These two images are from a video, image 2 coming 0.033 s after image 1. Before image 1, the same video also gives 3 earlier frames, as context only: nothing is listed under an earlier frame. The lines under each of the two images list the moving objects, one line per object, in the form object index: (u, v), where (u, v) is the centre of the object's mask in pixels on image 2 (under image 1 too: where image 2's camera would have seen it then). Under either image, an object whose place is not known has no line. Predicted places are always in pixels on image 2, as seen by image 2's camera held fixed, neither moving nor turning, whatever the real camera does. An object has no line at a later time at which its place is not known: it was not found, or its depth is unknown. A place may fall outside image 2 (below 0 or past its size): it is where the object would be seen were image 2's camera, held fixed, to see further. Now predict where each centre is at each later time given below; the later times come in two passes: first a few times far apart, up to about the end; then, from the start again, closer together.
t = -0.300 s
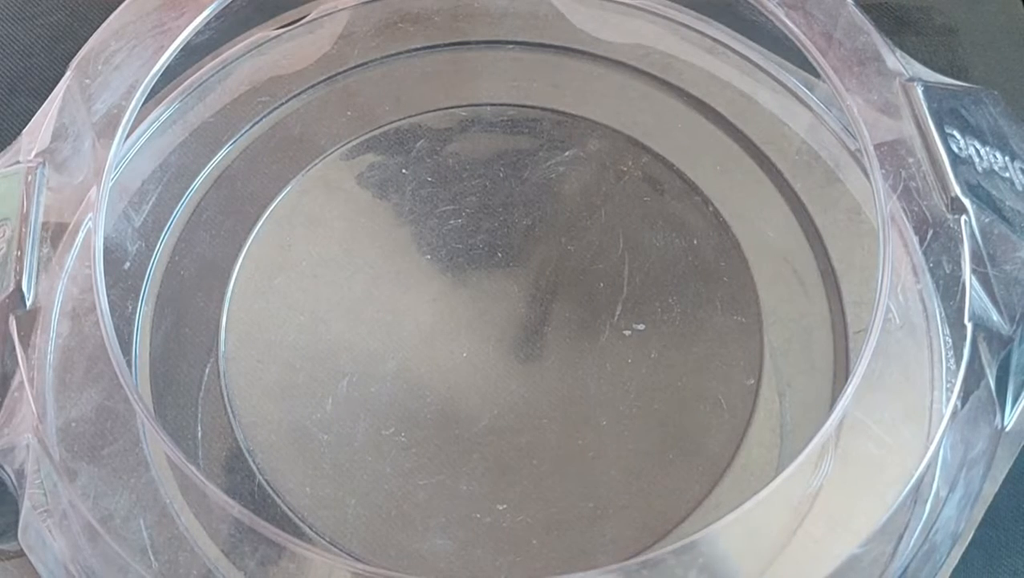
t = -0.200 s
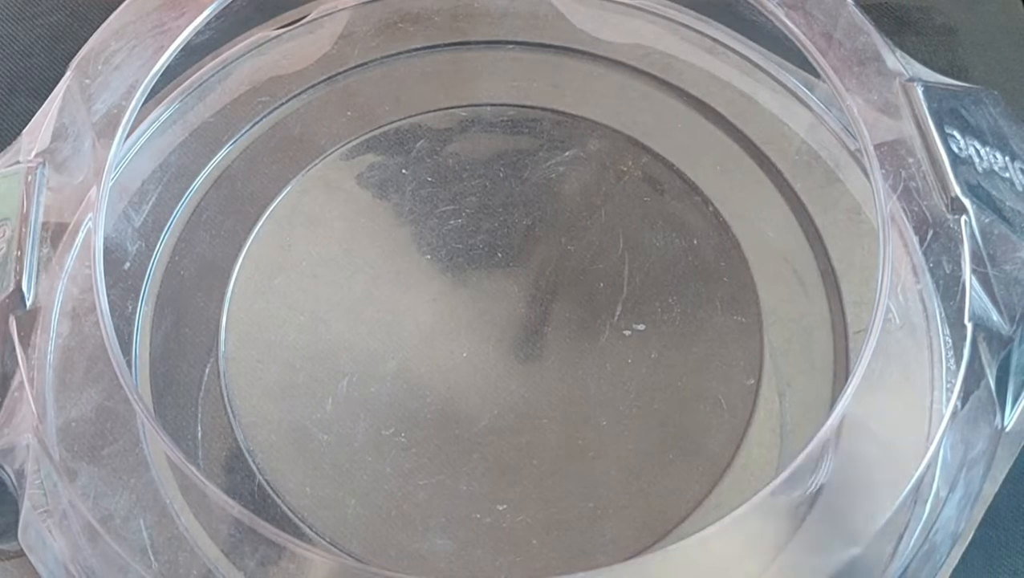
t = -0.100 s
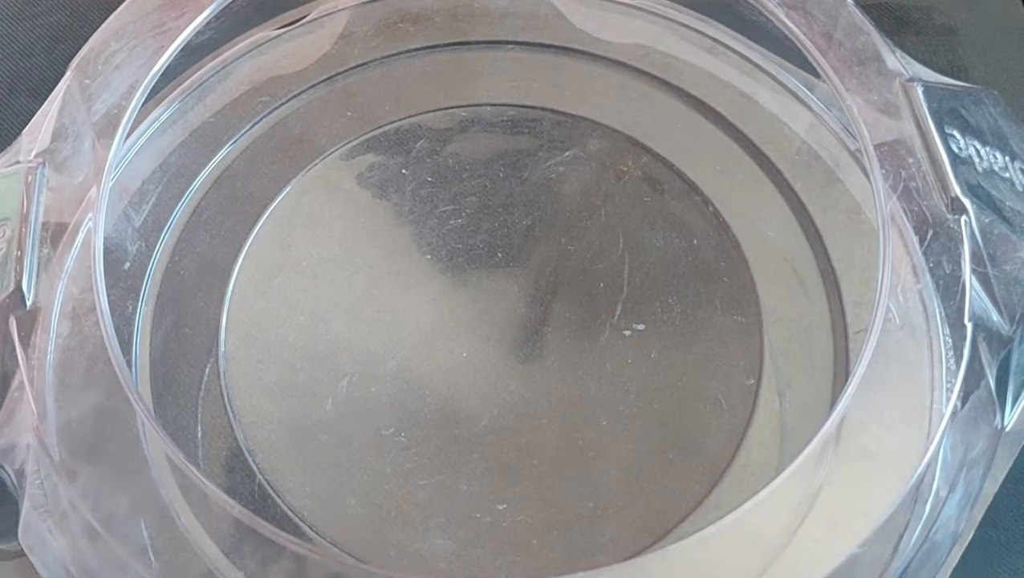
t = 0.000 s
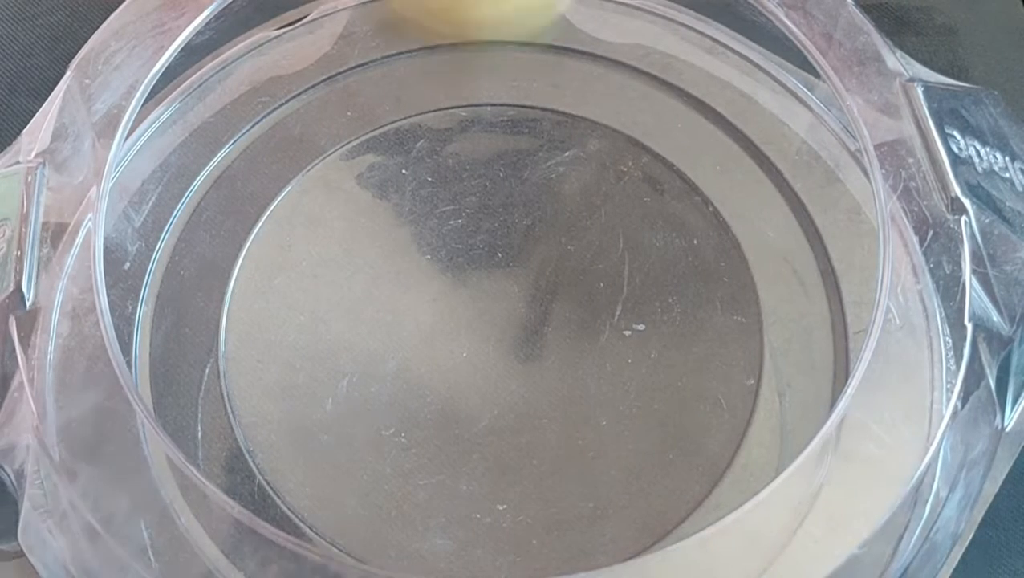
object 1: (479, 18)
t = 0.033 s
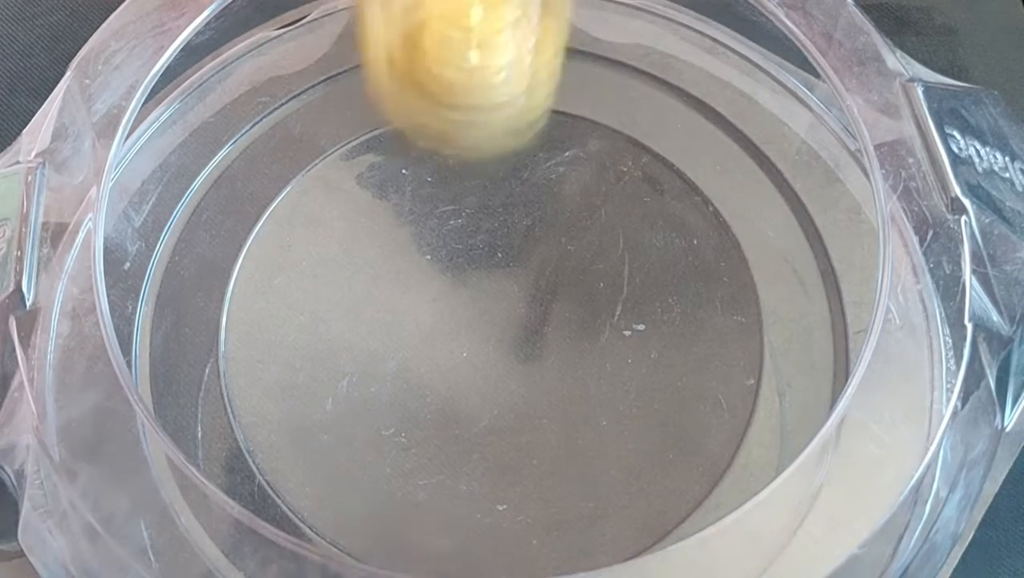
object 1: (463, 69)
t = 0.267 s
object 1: (514, 328)
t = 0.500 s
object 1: (534, 376)
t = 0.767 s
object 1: (431, 334)
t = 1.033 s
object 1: (540, 342)
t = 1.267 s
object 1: (476, 394)
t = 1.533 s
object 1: (484, 289)
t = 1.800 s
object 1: (573, 361)
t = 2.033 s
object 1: (454, 381)
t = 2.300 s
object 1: (516, 283)
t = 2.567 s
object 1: (546, 388)
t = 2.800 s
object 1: (439, 340)
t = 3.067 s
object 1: (540, 273)
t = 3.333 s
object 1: (492, 395)
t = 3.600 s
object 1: (437, 288)
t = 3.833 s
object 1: (562, 294)
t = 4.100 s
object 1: (463, 392)
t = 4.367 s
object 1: (459, 273)
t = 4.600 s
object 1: (548, 338)
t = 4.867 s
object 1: (436, 361)
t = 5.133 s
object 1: (506, 300)
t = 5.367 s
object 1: (505, 373)
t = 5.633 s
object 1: (464, 329)
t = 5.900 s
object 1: (496, 343)
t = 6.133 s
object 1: (487, 347)
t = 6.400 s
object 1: (492, 344)
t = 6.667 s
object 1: (491, 346)
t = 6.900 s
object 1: (502, 345)
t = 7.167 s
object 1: (488, 337)
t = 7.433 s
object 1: (506, 352)
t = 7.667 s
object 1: (506, 322)
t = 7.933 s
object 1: (473, 347)
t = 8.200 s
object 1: (527, 345)
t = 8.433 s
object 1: (484, 304)
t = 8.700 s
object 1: (487, 347)
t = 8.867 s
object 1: (527, 340)
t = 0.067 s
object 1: (459, 148)
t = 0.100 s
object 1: (458, 262)
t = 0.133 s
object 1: (464, 284)
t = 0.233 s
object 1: (501, 293)
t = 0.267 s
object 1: (514, 328)
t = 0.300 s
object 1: (526, 339)
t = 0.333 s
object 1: (538, 355)
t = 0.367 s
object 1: (547, 358)
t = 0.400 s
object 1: (552, 367)
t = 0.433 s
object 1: (551, 370)
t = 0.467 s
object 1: (545, 375)
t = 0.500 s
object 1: (534, 376)
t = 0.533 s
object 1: (519, 376)
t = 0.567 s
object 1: (503, 373)
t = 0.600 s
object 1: (485, 368)
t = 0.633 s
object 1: (467, 360)
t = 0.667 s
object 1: (451, 354)
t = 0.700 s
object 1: (439, 347)
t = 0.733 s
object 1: (431, 340)
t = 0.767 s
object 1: (431, 334)
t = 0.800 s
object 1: (435, 332)
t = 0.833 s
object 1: (446, 322)
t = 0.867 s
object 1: (461, 319)
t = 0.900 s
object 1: (478, 319)
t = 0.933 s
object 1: (496, 325)
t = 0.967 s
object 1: (514, 325)
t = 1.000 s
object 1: (529, 333)
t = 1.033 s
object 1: (540, 342)
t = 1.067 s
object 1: (549, 351)
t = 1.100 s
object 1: (553, 361)
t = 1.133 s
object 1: (551, 374)
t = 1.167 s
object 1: (545, 386)
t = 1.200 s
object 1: (516, 399)
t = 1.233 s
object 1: (496, 399)
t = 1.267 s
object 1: (476, 394)
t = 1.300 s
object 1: (460, 384)
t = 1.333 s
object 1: (449, 371)
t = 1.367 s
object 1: (441, 361)
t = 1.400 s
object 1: (441, 341)
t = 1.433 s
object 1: (445, 329)
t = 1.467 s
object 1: (454, 314)
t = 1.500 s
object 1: (469, 297)
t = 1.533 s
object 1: (484, 289)
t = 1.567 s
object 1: (503, 285)
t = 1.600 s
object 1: (521, 289)
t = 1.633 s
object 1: (538, 288)
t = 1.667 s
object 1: (556, 302)
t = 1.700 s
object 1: (568, 315)
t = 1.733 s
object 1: (576, 326)
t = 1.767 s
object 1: (578, 346)
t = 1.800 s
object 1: (573, 361)
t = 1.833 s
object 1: (563, 370)
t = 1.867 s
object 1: (548, 383)
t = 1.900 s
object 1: (528, 391)
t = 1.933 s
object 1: (506, 393)
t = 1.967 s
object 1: (485, 393)
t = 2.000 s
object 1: (467, 387)
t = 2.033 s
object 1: (454, 381)
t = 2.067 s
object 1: (447, 367)
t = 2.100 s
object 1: (445, 348)
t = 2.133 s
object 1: (448, 331)
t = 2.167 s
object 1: (456, 314)
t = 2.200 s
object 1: (467, 300)
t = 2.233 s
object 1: (482, 289)
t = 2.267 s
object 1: (500, 282)
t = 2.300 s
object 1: (516, 283)
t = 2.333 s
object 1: (534, 285)
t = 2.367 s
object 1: (550, 291)
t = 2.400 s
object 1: (563, 302)
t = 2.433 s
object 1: (571, 312)
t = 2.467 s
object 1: (574, 338)
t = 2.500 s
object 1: (571, 353)
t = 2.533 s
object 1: (561, 372)
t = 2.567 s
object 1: (546, 388)
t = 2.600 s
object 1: (527, 396)
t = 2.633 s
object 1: (505, 398)
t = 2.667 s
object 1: (485, 396)
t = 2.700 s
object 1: (466, 393)
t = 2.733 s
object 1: (453, 375)
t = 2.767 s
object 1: (443, 363)
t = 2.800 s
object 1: (439, 340)
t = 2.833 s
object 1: (440, 321)
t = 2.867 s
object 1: (445, 306)
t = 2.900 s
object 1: (457, 285)
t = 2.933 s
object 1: (471, 277)
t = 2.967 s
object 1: (488, 267)
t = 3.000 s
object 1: (507, 263)
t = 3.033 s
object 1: (525, 265)
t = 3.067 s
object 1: (540, 273)
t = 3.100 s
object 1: (554, 287)
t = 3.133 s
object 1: (562, 305)
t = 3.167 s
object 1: (564, 327)
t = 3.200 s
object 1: (559, 344)
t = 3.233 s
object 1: (548, 365)
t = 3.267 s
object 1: (533, 381)
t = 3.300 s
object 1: (513, 391)
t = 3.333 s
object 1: (492, 395)
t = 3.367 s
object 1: (471, 394)
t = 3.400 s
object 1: (454, 388)
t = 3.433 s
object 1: (439, 381)
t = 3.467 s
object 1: (428, 365)
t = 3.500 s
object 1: (423, 344)
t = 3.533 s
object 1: (422, 327)
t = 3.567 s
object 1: (427, 302)
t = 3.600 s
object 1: (437, 288)
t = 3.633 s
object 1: (452, 268)
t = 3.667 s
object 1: (470, 261)
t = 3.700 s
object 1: (492, 255)
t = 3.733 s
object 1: (512, 255)
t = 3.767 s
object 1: (532, 262)
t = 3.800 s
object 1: (550, 275)
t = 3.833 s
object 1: (562, 294)
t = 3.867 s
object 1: (569, 313)
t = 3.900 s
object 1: (568, 329)
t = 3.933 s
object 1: (561, 352)
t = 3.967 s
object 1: (548, 372)
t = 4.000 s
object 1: (529, 385)
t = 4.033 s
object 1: (507, 393)
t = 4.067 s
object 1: (485, 395)
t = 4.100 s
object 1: (463, 392)
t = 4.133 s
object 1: (445, 383)
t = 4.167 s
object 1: (430, 374)
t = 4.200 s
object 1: (421, 354)
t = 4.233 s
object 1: (418, 336)
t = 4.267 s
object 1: (419, 321)
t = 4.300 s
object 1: (428, 303)
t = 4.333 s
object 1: (442, 283)
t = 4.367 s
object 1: (459, 273)
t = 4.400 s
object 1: (479, 268)
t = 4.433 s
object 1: (499, 272)
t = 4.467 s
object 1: (517, 278)
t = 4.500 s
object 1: (532, 289)
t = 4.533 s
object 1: (544, 306)
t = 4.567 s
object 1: (549, 323)
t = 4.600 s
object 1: (548, 338)
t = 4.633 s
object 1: (542, 354)
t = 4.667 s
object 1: (530, 368)
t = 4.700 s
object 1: (515, 379)
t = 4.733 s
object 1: (497, 386)
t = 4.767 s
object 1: (478, 387)
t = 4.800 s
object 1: (460, 388)
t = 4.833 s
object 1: (445, 378)
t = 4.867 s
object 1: (436, 361)
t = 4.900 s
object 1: (430, 351)
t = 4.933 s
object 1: (430, 331)
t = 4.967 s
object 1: (434, 320)
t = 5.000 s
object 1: (445, 307)
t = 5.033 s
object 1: (459, 298)
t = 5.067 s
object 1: (475, 294)
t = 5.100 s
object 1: (491, 294)
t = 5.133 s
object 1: (506, 300)
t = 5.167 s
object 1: (519, 308)
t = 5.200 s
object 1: (527, 321)
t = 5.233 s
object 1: (530, 334)
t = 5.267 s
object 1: (530, 342)
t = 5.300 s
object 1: (526, 356)
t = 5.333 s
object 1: (517, 367)
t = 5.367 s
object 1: (505, 373)
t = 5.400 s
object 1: (491, 377)
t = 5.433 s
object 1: (477, 374)
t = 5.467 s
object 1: (466, 367)
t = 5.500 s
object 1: (457, 359)
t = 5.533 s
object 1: (453, 353)
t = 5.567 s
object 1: (453, 343)
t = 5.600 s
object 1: (458, 335)
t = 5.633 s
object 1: (464, 329)
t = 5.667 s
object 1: (473, 321)
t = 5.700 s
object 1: (481, 321)
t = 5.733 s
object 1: (486, 322)
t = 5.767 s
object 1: (491, 326)
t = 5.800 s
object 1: (495, 330)
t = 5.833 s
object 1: (497, 335)
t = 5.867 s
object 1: (497, 340)
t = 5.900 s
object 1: (496, 343)
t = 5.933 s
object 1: (494, 346)
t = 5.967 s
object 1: (492, 347)
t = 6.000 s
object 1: (490, 348)
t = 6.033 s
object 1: (489, 348)
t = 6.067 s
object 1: (487, 348)
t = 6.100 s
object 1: (487, 348)
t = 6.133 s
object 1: (487, 347)
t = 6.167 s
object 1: (487, 347)
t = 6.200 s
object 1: (488, 346)
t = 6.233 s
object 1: (488, 345)
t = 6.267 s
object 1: (489, 345)
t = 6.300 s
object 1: (490, 345)
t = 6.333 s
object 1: (491, 345)
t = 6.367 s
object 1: (492, 345)
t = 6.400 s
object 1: (492, 344)
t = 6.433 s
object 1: (492, 344)
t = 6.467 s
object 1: (492, 344)
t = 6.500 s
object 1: (492, 343)
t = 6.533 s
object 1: (491, 343)
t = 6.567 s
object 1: (491, 344)
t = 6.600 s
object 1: (490, 344)
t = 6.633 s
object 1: (490, 345)
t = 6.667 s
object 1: (491, 346)
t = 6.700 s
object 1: (492, 346)
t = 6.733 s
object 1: (493, 347)
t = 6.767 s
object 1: (495, 347)
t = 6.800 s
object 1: (497, 347)
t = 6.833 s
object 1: (499, 347)
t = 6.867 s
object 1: (501, 349)
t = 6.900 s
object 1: (502, 345)
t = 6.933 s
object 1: (503, 343)
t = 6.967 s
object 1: (502, 341)
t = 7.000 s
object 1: (500, 338)
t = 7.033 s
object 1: (498, 337)
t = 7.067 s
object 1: (496, 336)
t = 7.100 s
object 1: (493, 335)
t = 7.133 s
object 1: (490, 336)
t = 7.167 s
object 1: (488, 337)
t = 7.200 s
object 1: (486, 339)
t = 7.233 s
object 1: (486, 343)
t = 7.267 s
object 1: (487, 346)
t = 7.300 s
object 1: (490, 349)
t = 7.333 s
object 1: (493, 351)
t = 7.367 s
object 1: (497, 352)
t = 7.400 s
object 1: (502, 353)
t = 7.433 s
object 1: (506, 352)
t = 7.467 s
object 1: (510, 350)
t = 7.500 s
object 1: (512, 346)
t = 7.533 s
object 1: (514, 341)
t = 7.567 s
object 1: (514, 336)
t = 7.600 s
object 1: (512, 331)
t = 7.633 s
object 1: (509, 326)
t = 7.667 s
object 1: (506, 322)
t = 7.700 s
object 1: (501, 320)
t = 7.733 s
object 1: (495, 318)
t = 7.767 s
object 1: (488, 322)
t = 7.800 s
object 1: (483, 320)
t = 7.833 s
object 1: (478, 324)
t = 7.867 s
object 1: (475, 329)
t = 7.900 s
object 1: (473, 340)
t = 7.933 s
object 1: (473, 347)
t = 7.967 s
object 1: (476, 353)
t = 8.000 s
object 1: (482, 355)
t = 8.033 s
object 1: (490, 359)
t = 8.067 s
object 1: (499, 360)
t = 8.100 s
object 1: (507, 360)
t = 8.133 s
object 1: (516, 357)
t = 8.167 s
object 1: (523, 351)
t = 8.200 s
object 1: (527, 345)
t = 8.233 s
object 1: (529, 336)
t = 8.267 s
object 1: (528, 331)
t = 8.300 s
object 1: (523, 322)
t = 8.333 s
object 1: (517, 313)
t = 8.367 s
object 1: (507, 308)
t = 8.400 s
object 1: (495, 304)
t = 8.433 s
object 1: (484, 304)
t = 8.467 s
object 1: (471, 304)
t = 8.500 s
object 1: (460, 314)
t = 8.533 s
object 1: (455, 323)
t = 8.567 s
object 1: (455, 327)
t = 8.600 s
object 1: (458, 338)
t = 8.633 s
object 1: (465, 343)
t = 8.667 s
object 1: (475, 346)
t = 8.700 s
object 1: (487, 347)
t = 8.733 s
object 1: (498, 348)
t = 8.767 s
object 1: (509, 348)
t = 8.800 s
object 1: (518, 347)
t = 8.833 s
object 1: (524, 344)
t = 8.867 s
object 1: (527, 340)
